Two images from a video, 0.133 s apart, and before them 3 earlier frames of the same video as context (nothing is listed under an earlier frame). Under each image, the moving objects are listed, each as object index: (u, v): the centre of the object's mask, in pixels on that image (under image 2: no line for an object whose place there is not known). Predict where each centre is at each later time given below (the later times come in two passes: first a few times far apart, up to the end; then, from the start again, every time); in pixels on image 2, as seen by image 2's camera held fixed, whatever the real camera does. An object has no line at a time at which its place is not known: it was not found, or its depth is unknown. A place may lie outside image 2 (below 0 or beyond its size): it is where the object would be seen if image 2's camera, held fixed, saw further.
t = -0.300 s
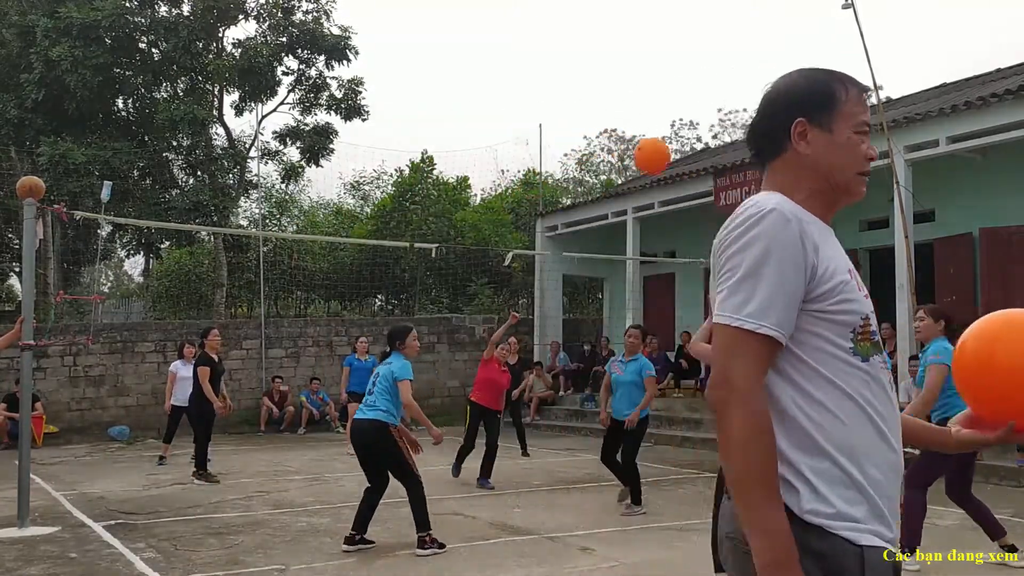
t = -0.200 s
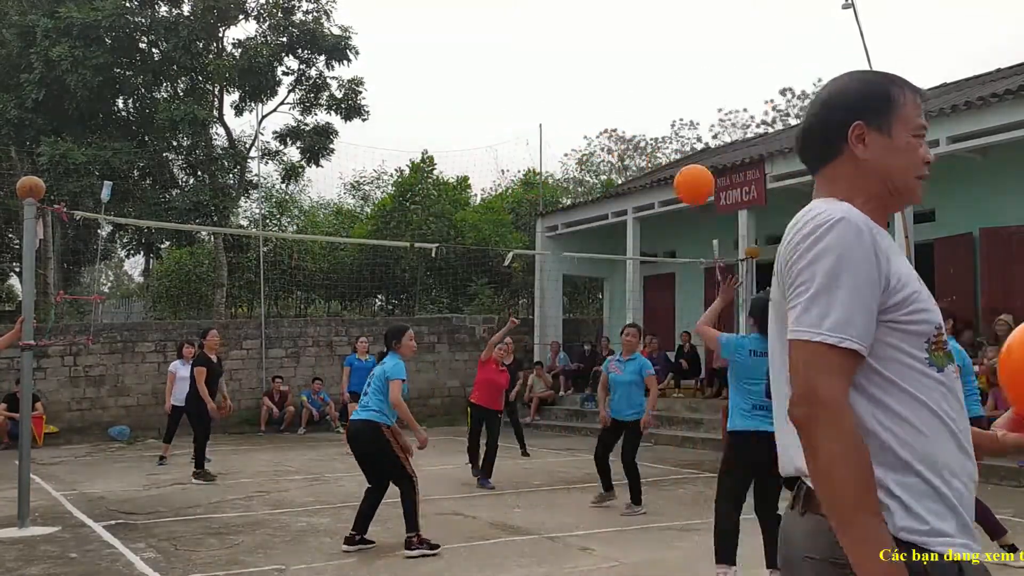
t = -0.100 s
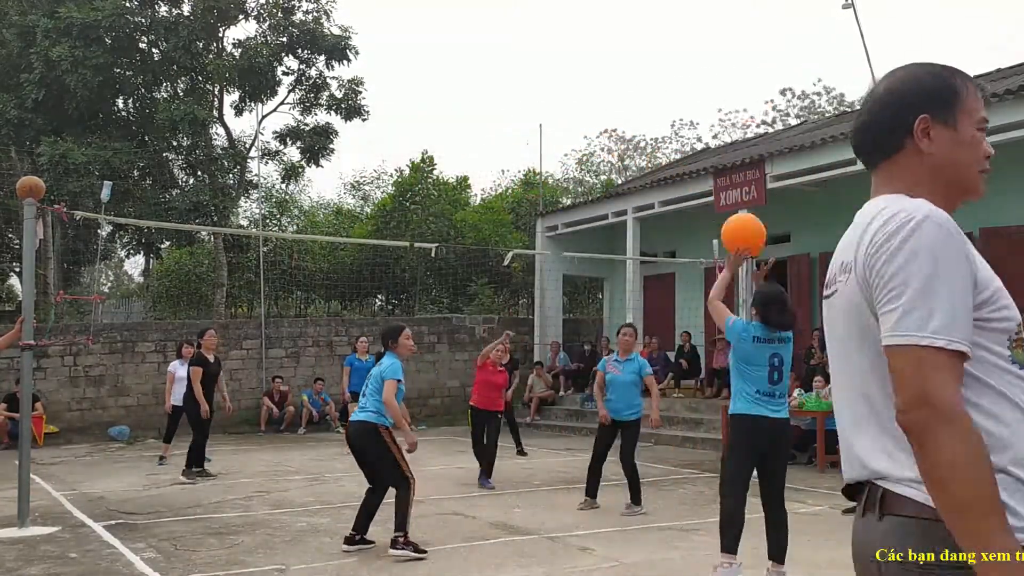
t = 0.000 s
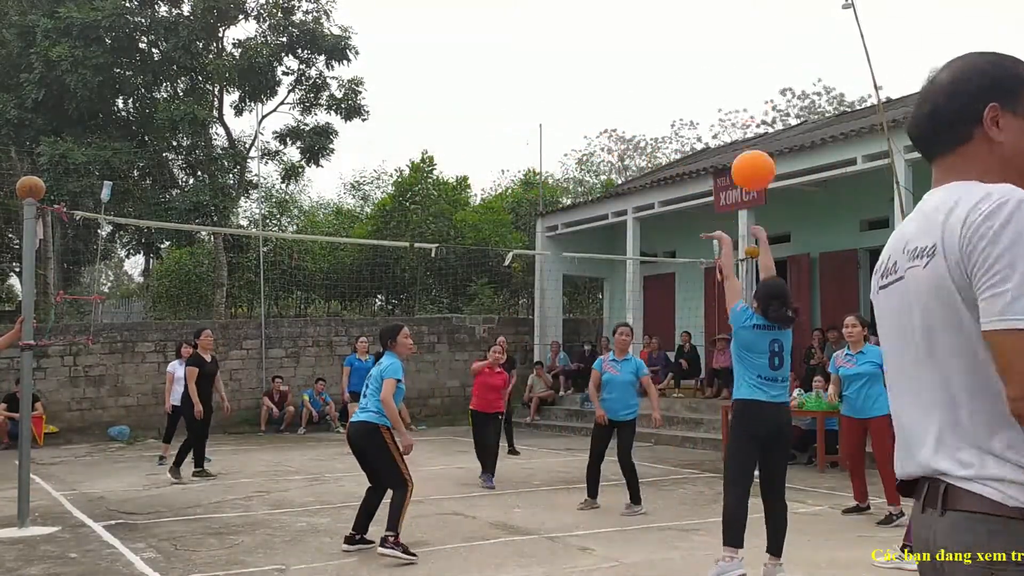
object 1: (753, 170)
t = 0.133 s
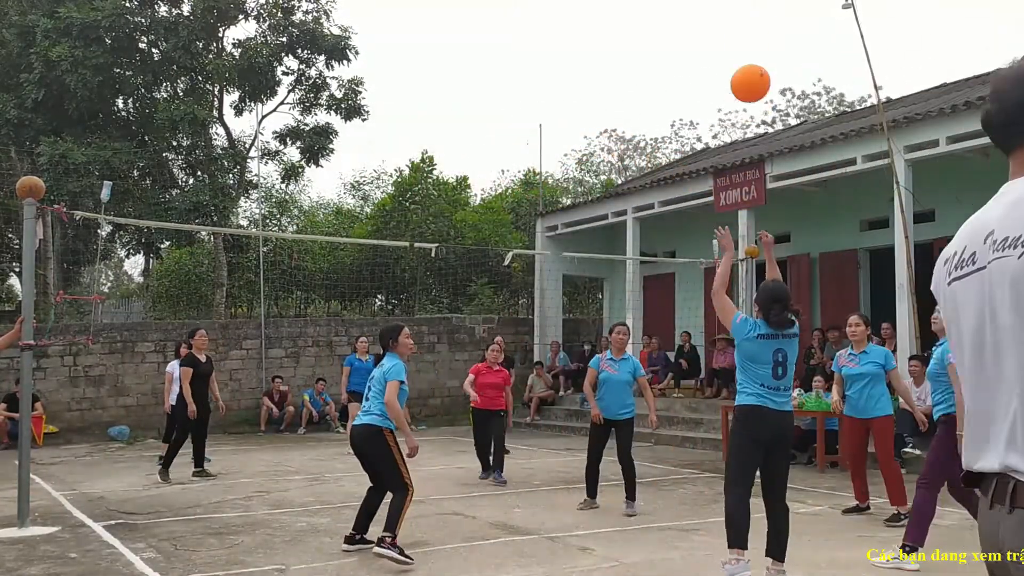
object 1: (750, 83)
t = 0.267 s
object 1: (748, 31)
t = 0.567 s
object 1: (744, 14)
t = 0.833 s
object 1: (742, 88)
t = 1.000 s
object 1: (742, 168)
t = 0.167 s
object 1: (750, 67)
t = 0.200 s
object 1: (749, 53)
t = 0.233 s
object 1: (748, 41)
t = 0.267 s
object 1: (748, 31)
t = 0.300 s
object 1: (747, 23)
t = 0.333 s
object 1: (747, 17)
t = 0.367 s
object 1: (746, 13)
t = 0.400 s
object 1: (745, 11)
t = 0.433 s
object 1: (745, 10)
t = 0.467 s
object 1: (745, 10)
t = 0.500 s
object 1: (744, 11)
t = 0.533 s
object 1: (744, 12)
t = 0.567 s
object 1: (744, 14)
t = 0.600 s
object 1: (743, 19)
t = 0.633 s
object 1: (743, 26)
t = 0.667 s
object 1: (743, 34)
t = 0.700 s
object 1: (743, 42)
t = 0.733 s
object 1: (742, 52)
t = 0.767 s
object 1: (742, 63)
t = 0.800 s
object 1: (742, 76)
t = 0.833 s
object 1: (742, 88)
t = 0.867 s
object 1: (741, 102)
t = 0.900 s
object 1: (741, 117)
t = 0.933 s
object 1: (741, 134)
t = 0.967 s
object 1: (742, 150)
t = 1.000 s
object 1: (742, 168)
